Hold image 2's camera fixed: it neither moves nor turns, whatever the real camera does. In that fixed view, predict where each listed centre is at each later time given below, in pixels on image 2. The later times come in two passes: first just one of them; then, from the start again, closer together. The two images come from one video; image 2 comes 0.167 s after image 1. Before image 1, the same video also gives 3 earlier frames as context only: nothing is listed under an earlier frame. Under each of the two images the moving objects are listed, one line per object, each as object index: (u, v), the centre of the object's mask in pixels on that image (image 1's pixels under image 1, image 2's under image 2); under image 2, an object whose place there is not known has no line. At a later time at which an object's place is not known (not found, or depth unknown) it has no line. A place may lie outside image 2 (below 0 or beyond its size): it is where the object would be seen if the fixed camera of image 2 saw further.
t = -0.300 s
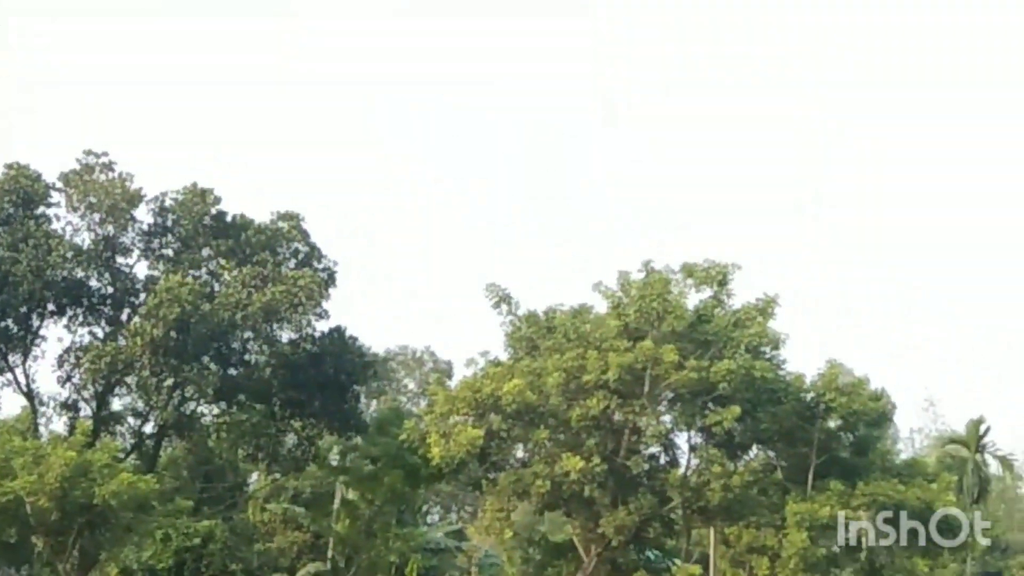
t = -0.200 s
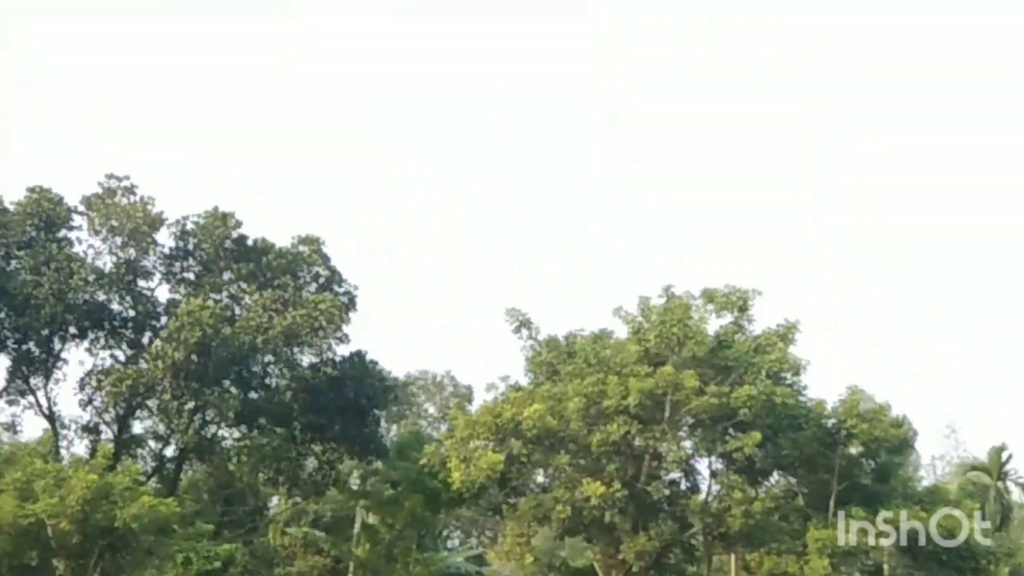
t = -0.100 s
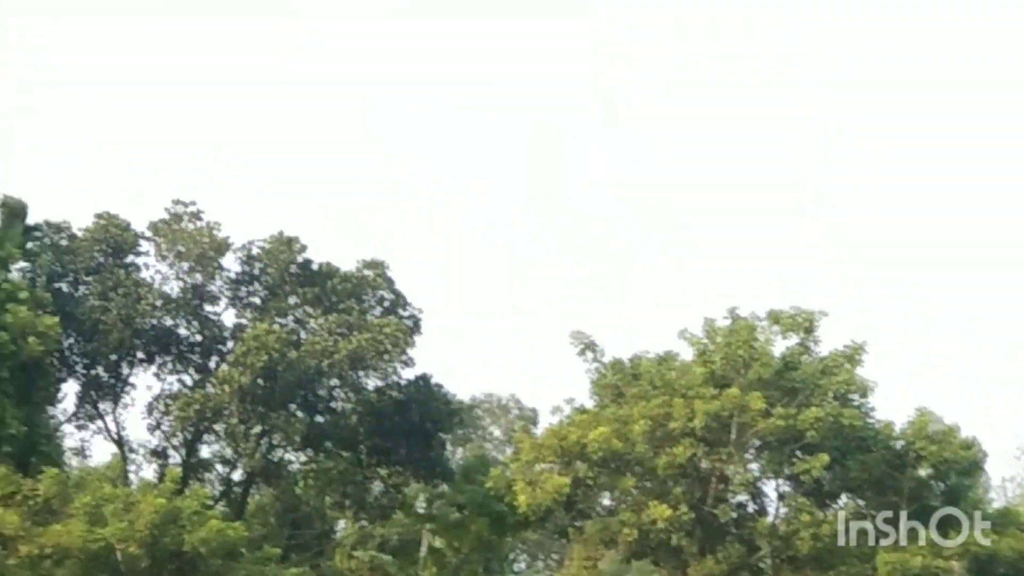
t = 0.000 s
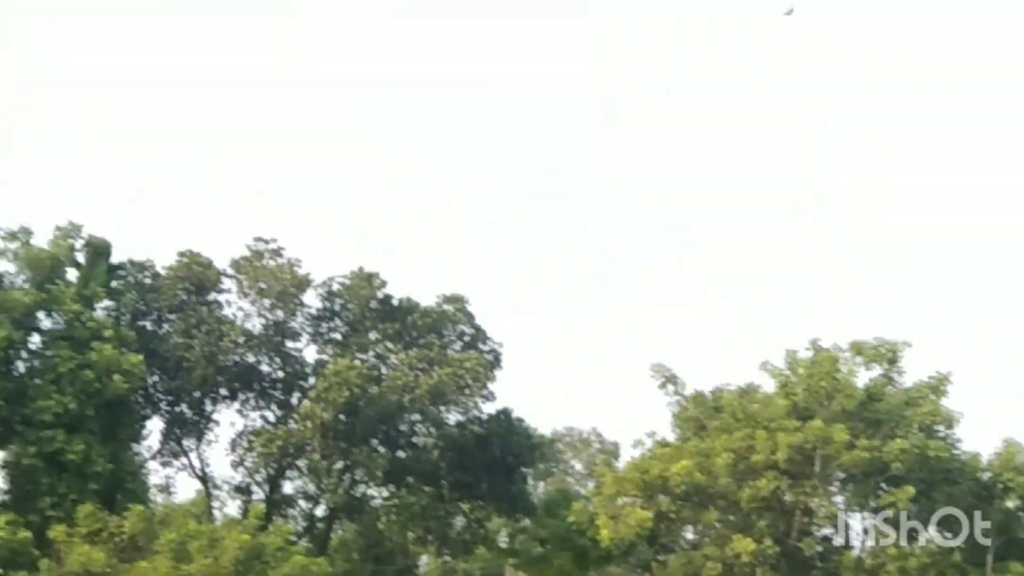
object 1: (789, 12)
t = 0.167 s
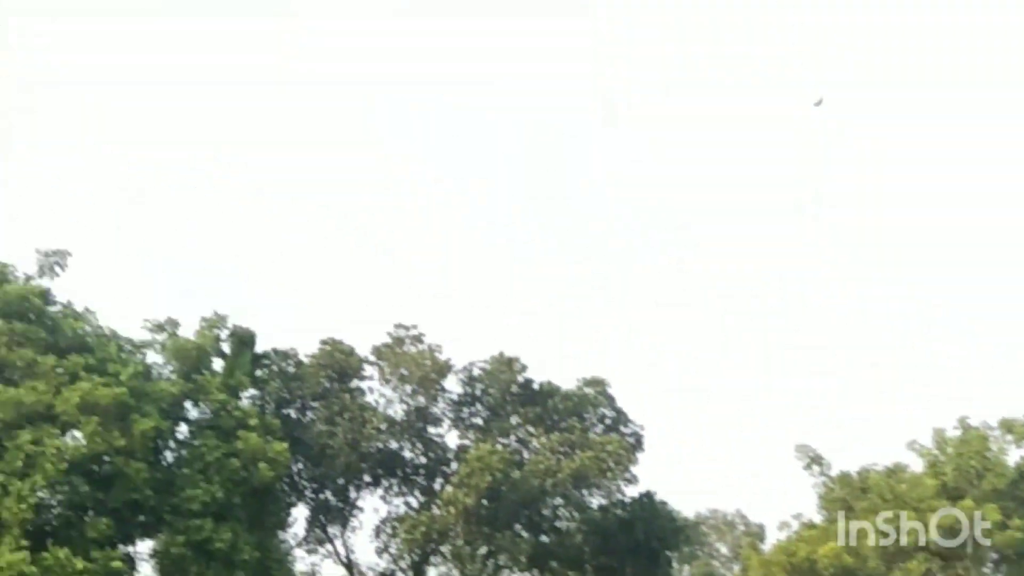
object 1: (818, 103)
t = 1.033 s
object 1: (325, 407)
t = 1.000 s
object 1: (343, 390)
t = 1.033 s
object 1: (325, 407)
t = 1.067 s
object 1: (307, 427)
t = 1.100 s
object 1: (291, 446)
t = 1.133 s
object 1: (272, 466)
